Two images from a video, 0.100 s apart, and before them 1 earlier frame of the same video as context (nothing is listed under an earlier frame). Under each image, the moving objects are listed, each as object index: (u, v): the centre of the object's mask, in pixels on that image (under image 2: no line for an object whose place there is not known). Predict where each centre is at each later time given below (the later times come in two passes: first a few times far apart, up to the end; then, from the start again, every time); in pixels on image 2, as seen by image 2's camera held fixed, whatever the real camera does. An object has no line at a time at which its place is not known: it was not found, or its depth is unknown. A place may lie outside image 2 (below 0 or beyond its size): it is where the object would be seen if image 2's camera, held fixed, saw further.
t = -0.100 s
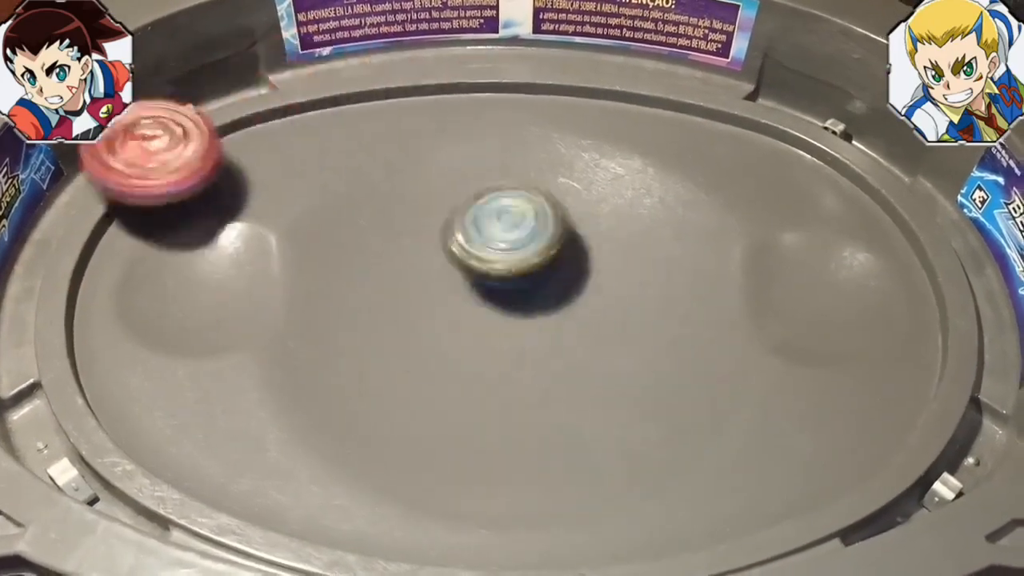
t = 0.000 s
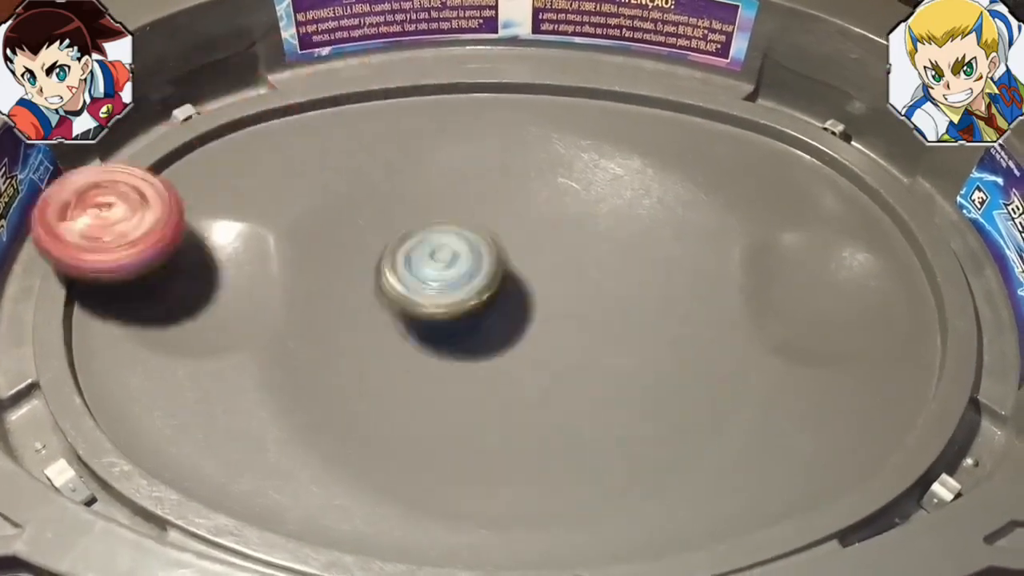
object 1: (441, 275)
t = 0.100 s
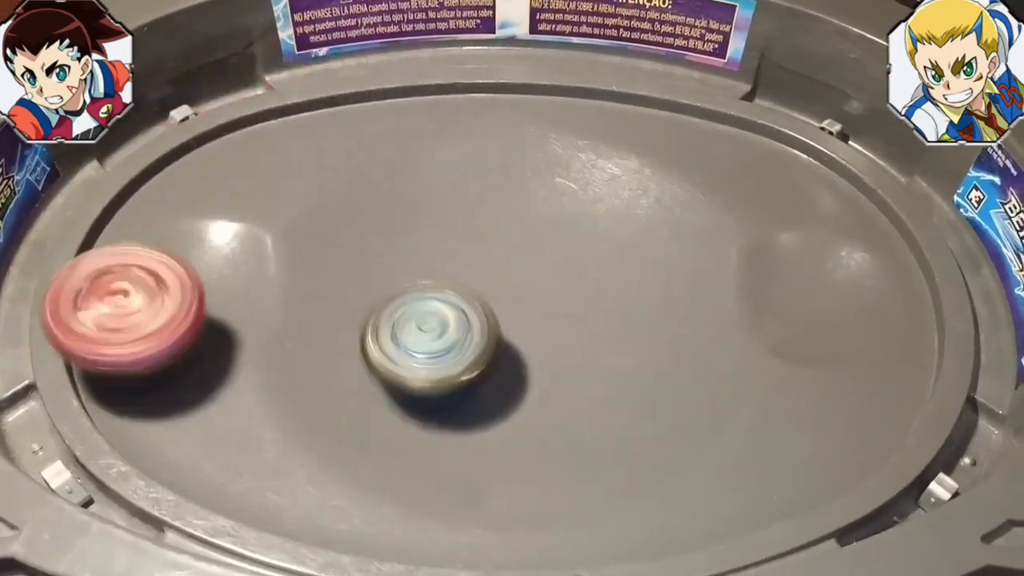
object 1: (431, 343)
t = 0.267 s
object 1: (552, 401)
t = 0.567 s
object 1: (561, 202)
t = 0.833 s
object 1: (350, 245)
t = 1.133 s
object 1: (632, 410)
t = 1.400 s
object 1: (586, 185)
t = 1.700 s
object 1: (305, 299)
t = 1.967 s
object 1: (656, 415)
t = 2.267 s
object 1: (572, 121)
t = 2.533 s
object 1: (217, 298)
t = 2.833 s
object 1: (293, 436)
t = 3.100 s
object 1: (646, 330)
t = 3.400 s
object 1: (470, 140)
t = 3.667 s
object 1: (364, 403)
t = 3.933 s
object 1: (492, 314)
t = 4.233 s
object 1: (484, 236)
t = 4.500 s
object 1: (452, 298)
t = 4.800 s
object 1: (535, 268)
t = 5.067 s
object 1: (509, 282)
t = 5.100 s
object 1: (512, 284)
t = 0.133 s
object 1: (443, 366)
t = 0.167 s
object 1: (462, 384)
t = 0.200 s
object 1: (489, 396)
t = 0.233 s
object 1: (522, 402)
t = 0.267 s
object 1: (552, 401)
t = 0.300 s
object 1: (579, 392)
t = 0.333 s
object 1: (602, 375)
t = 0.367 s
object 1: (621, 356)
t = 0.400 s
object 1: (633, 331)
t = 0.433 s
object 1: (635, 305)
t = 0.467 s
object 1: (627, 277)
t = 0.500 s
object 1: (610, 249)
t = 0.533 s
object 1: (588, 225)
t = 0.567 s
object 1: (561, 202)
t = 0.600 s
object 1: (532, 182)
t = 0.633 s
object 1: (501, 169)
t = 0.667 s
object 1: (470, 163)
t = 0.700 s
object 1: (439, 165)
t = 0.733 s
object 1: (412, 175)
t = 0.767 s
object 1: (385, 194)
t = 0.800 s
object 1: (364, 217)
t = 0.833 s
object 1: (350, 245)
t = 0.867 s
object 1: (343, 283)
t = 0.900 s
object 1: (348, 323)
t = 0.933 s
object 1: (369, 363)
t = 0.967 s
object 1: (401, 395)
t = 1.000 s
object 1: (443, 418)
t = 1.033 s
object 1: (493, 436)
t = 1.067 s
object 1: (544, 439)
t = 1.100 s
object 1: (592, 430)
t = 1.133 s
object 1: (632, 410)
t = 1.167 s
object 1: (664, 390)
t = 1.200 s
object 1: (682, 360)
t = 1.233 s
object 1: (689, 328)
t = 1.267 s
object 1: (684, 293)
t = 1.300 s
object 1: (671, 261)
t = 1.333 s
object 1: (650, 233)
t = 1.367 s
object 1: (622, 207)
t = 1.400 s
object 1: (586, 185)
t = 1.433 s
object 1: (547, 170)
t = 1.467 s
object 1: (505, 162)
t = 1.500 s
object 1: (463, 159)
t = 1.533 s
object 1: (424, 164)
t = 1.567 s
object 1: (385, 179)
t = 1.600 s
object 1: (352, 198)
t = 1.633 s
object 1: (326, 226)
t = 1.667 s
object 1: (308, 262)
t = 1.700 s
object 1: (305, 299)
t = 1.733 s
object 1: (312, 342)
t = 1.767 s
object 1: (336, 380)
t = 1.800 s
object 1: (377, 416)
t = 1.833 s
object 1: (430, 443)
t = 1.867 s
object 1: (487, 456)
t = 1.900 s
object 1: (552, 454)
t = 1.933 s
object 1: (608, 442)
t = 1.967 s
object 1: (656, 415)
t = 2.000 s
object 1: (694, 378)
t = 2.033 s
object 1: (720, 340)
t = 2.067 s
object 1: (729, 299)
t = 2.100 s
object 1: (725, 261)
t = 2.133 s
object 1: (713, 221)
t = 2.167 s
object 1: (691, 188)
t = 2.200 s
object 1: (659, 157)
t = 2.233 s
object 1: (618, 136)
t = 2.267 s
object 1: (572, 121)
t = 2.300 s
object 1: (522, 114)
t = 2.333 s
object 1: (471, 117)
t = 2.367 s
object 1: (419, 127)
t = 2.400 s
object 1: (371, 144)
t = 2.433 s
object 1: (326, 172)
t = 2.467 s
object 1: (288, 207)
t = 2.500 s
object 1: (254, 252)
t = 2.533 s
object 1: (217, 298)
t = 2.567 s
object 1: (174, 326)
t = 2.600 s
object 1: (137, 358)
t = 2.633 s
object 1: (126, 372)
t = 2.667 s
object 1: (141, 389)
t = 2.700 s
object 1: (163, 402)
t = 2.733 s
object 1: (193, 414)
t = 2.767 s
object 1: (225, 421)
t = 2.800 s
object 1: (257, 431)
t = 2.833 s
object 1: (293, 436)
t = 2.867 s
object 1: (331, 441)
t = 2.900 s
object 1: (373, 448)
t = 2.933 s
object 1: (418, 450)
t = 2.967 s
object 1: (474, 443)
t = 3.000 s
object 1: (530, 425)
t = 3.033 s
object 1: (574, 400)
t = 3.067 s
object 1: (618, 368)
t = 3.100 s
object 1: (646, 330)
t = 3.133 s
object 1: (662, 287)
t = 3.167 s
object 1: (668, 250)
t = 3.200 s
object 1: (660, 214)
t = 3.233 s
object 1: (646, 184)
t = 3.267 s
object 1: (623, 161)
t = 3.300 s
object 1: (590, 142)
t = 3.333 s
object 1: (553, 132)
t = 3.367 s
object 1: (514, 132)
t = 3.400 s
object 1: (470, 140)
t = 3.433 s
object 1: (428, 153)
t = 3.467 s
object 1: (389, 179)
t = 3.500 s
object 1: (354, 205)
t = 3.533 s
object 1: (332, 239)
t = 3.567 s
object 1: (319, 277)
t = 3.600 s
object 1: (318, 321)
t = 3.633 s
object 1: (332, 363)
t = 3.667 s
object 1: (364, 403)
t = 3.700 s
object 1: (406, 432)
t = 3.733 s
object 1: (440, 440)
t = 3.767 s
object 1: (437, 423)
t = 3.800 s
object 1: (441, 404)
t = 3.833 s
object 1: (448, 378)
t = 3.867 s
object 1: (462, 355)
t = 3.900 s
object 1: (474, 332)
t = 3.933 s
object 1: (492, 314)
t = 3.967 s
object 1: (503, 296)
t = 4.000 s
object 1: (513, 279)
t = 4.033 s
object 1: (518, 266)
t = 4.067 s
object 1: (519, 253)
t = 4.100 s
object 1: (519, 245)
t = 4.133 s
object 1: (513, 237)
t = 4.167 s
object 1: (507, 234)
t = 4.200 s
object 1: (495, 233)
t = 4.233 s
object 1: (484, 236)
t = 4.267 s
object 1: (466, 240)
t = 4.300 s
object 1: (453, 249)
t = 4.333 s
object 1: (441, 257)
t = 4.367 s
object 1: (437, 269)
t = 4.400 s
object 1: (436, 282)
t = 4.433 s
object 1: (437, 288)
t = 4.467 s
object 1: (444, 294)
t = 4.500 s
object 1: (452, 298)
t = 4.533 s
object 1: (468, 300)
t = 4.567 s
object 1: (481, 299)
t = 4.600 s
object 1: (498, 295)
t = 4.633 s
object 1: (513, 292)
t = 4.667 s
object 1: (524, 285)
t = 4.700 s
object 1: (534, 280)
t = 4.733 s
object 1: (536, 275)
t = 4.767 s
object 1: (538, 270)
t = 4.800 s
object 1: (535, 268)
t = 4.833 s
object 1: (530, 268)
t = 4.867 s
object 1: (527, 269)
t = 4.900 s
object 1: (521, 271)
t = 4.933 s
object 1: (516, 272)
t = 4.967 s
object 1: (512, 275)
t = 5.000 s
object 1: (508, 277)
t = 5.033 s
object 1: (509, 279)
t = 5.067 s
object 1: (509, 282)
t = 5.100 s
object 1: (512, 284)
